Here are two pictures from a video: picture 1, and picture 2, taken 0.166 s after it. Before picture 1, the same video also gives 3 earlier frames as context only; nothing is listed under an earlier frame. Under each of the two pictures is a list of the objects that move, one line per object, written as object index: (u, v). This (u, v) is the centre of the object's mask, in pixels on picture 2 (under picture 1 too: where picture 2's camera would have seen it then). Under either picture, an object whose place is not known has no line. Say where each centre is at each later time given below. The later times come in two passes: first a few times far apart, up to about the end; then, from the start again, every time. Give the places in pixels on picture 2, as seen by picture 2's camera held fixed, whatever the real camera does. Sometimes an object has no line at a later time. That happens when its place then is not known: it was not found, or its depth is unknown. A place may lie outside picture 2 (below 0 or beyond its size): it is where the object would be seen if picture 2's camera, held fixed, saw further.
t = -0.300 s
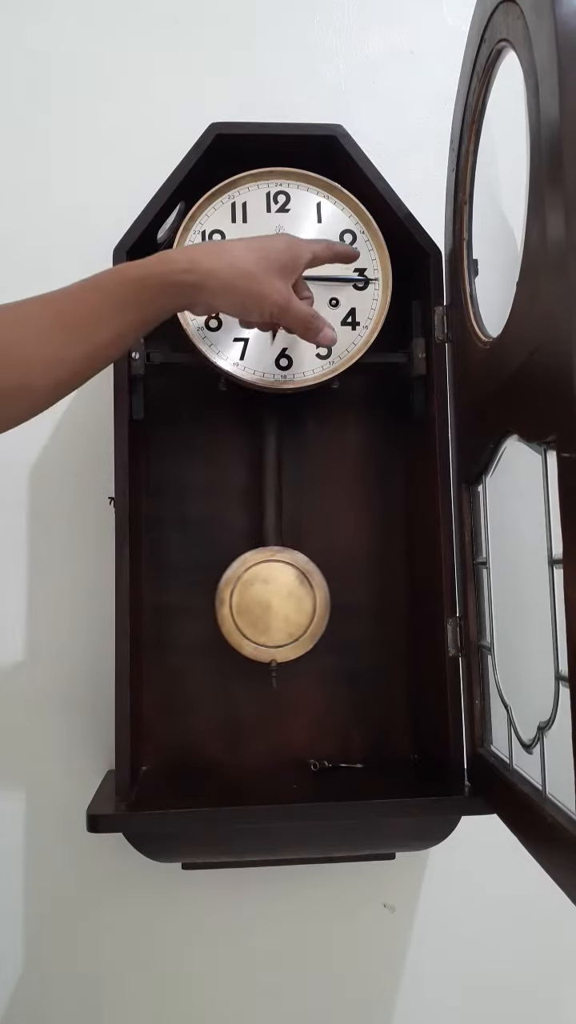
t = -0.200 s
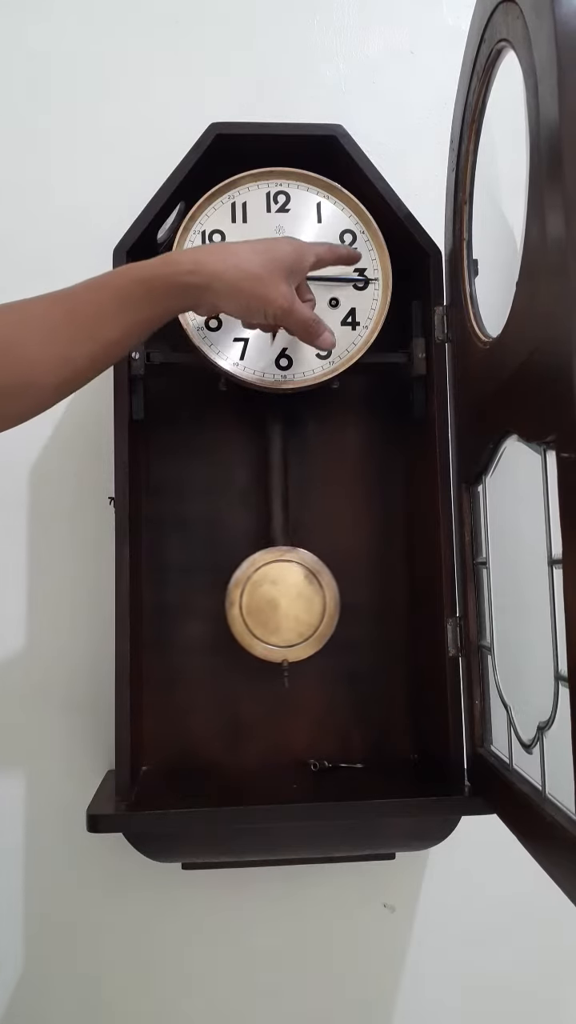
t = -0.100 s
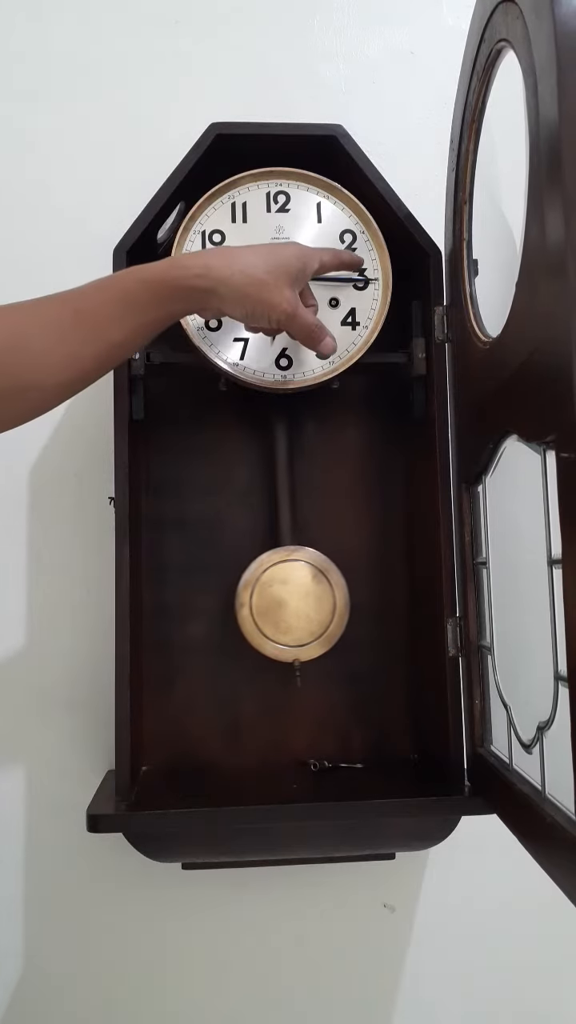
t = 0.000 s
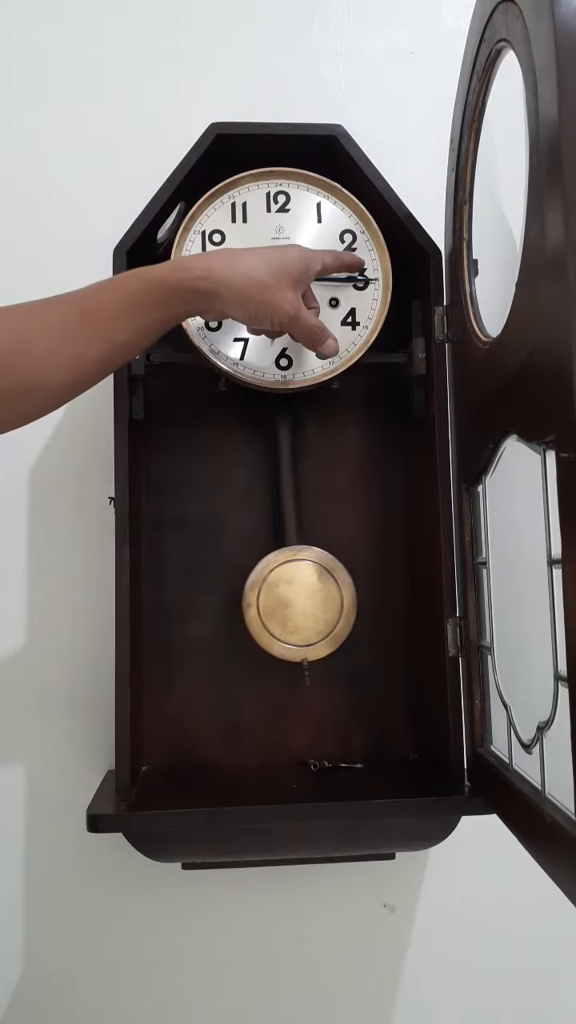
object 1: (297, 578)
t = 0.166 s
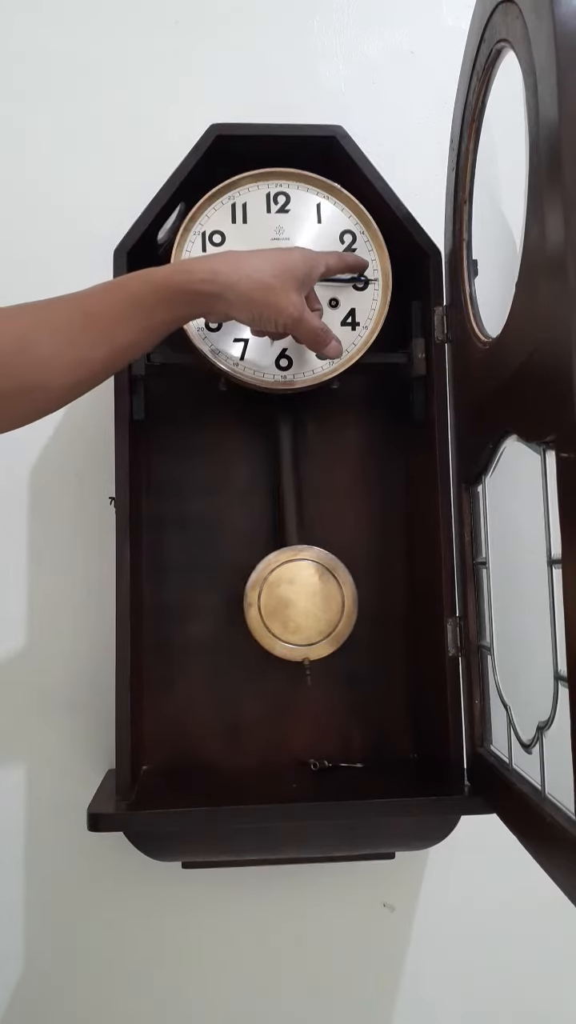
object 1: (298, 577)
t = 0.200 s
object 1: (297, 578)
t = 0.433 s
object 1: (277, 581)
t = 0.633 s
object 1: (264, 579)
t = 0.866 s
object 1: (270, 579)
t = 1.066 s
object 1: (288, 580)
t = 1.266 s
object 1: (298, 575)
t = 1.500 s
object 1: (290, 579)
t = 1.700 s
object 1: (271, 580)
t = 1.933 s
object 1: (264, 578)
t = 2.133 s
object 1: (276, 579)
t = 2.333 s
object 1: (294, 578)
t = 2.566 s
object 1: (298, 579)
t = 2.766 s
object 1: (283, 582)
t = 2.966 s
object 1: (266, 580)
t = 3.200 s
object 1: (267, 579)
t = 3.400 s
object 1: (284, 581)
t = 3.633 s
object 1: (300, 582)
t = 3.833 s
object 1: (294, 585)
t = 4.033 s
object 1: (276, 583)
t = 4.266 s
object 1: (263, 579)
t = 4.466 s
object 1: (272, 579)
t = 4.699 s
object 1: (293, 580)
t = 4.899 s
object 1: (300, 580)
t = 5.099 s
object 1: (288, 581)
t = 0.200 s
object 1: (297, 578)
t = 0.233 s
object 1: (295, 579)
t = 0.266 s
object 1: (292, 579)
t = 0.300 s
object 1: (290, 579)
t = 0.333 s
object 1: (287, 580)
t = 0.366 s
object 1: (284, 581)
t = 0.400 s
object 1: (281, 583)
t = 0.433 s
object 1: (277, 581)
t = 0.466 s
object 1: (274, 580)
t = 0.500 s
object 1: (272, 580)
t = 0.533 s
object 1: (269, 580)
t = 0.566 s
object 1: (267, 581)
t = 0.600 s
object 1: (265, 579)
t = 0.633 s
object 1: (264, 579)
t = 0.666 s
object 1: (263, 580)
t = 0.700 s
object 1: (263, 582)
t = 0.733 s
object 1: (263, 582)
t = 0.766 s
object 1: (264, 578)
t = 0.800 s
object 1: (266, 578)
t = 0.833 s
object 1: (268, 578)
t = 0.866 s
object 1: (270, 579)
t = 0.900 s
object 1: (273, 579)
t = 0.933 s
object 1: (275, 580)
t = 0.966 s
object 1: (278, 580)
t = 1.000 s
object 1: (282, 580)
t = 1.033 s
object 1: (285, 580)
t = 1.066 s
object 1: (288, 580)
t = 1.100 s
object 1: (291, 579)
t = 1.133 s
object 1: (293, 579)
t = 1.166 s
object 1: (295, 578)
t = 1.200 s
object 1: (297, 578)
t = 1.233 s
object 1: (298, 576)
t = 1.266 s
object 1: (298, 575)
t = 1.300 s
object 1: (298, 575)
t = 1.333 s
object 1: (298, 575)
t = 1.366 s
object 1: (297, 575)
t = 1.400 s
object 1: (296, 576)
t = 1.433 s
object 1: (294, 578)
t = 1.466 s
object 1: (292, 578)
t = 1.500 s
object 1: (290, 579)
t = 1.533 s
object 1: (287, 580)
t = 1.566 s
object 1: (284, 579)
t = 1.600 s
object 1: (280, 580)
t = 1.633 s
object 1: (277, 580)
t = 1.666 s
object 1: (274, 581)
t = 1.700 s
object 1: (271, 580)
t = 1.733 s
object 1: (269, 579)
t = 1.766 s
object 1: (266, 578)
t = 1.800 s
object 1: (265, 578)
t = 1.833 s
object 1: (264, 578)
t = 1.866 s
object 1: (263, 578)
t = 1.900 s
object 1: (263, 578)
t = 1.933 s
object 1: (264, 578)
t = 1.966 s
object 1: (265, 578)
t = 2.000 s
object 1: (266, 578)
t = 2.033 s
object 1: (268, 578)
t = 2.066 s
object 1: (270, 580)
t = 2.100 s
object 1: (273, 579)
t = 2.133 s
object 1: (276, 579)
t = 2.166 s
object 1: (279, 582)
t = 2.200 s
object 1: (282, 580)
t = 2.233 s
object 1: (286, 582)
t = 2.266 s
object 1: (289, 579)
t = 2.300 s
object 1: (291, 578)
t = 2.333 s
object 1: (294, 578)
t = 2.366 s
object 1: (296, 580)
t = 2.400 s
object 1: (298, 577)
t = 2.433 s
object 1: (299, 578)
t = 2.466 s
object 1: (300, 578)
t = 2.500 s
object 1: (300, 578)
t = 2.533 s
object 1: (299, 579)
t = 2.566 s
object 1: (298, 579)
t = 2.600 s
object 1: (296, 580)
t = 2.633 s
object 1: (295, 581)
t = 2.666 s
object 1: (292, 581)
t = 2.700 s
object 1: (289, 582)
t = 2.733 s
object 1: (286, 582)
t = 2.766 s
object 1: (283, 582)
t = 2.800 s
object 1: (280, 582)
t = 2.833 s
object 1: (277, 582)
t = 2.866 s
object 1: (274, 581)
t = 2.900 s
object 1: (271, 581)
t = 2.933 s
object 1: (268, 580)
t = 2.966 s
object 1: (266, 580)
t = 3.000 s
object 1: (265, 580)
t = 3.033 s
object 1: (264, 579)
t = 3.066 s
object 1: (263, 579)
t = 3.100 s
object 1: (263, 579)
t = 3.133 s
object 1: (264, 579)
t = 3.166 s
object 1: (265, 579)
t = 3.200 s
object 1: (267, 579)
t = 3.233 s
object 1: (269, 579)
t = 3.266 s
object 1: (271, 580)
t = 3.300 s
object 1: (274, 581)
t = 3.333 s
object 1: (277, 581)
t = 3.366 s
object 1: (280, 582)
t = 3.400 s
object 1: (284, 581)
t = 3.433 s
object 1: (287, 581)
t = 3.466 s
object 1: (290, 582)
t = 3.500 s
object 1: (293, 582)
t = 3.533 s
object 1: (295, 582)
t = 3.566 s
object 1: (297, 582)
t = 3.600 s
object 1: (298, 581)
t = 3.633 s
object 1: (300, 582)
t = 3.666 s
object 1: (300, 581)
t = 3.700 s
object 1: (300, 582)
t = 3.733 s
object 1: (299, 581)
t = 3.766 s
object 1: (298, 582)
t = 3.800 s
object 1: (296, 583)
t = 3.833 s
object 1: (294, 585)
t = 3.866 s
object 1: (291, 582)
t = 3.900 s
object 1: (289, 582)
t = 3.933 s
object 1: (285, 583)
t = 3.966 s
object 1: (282, 582)
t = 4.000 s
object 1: (279, 583)
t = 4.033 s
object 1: (276, 583)
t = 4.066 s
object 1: (272, 583)
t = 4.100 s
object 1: (270, 581)
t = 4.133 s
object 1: (267, 580)
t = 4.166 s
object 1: (266, 580)
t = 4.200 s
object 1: (264, 579)
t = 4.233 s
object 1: (264, 579)
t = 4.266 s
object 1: (263, 579)
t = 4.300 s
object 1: (263, 579)
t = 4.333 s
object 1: (264, 579)
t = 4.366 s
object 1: (265, 578)
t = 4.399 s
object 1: (267, 578)
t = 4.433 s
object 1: (269, 579)
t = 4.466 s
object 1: (272, 579)
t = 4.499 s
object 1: (274, 580)
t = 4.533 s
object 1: (278, 580)
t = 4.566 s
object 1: (281, 580)
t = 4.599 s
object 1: (284, 580)
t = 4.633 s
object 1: (287, 580)
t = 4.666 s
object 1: (290, 580)
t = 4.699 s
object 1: (293, 580)
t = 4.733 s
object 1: (296, 581)
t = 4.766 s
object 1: (297, 581)
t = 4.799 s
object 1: (299, 580)
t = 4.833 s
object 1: (300, 579)
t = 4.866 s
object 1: (300, 580)
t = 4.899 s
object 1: (300, 580)
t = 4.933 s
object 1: (299, 580)
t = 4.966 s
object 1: (298, 580)
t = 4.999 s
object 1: (296, 581)
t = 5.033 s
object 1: (294, 580)
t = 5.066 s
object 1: (291, 580)
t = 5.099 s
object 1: (288, 581)
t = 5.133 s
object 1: (285, 581)
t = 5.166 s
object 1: (281, 581)
